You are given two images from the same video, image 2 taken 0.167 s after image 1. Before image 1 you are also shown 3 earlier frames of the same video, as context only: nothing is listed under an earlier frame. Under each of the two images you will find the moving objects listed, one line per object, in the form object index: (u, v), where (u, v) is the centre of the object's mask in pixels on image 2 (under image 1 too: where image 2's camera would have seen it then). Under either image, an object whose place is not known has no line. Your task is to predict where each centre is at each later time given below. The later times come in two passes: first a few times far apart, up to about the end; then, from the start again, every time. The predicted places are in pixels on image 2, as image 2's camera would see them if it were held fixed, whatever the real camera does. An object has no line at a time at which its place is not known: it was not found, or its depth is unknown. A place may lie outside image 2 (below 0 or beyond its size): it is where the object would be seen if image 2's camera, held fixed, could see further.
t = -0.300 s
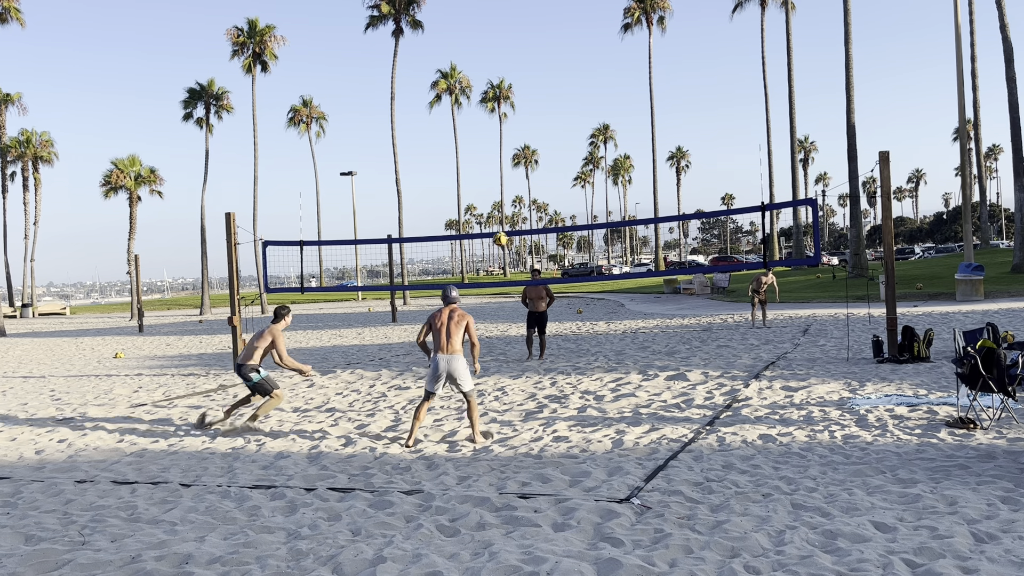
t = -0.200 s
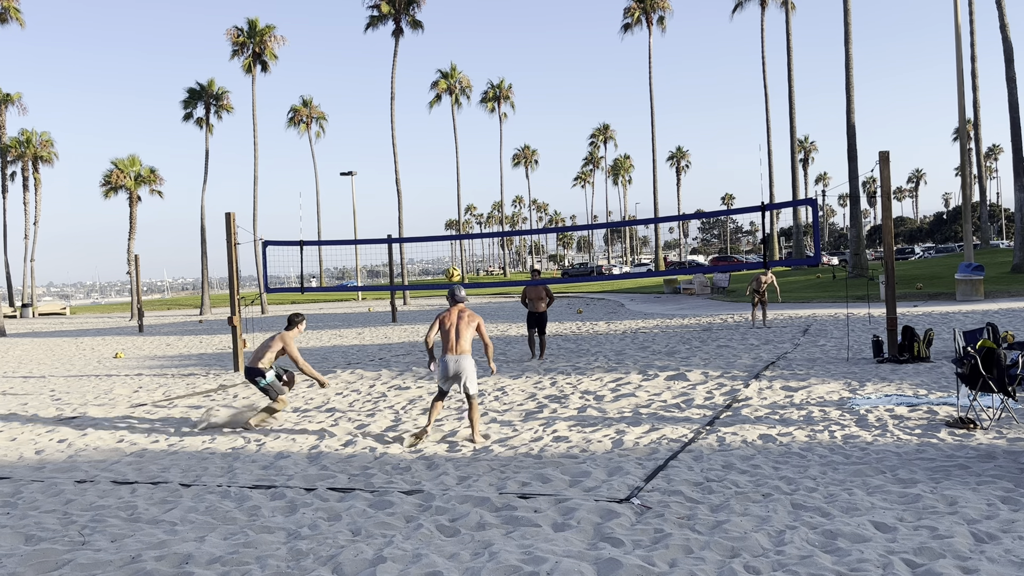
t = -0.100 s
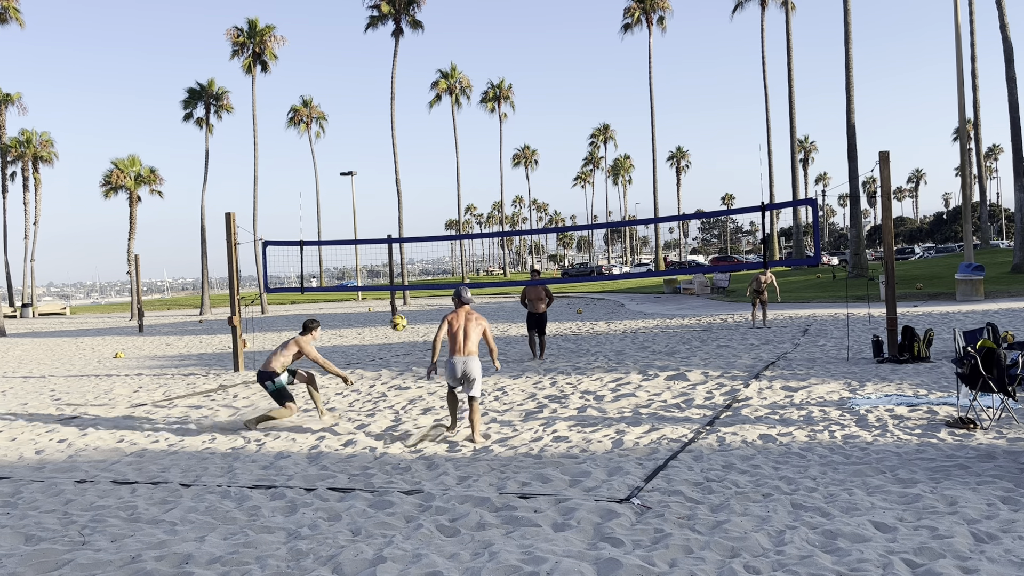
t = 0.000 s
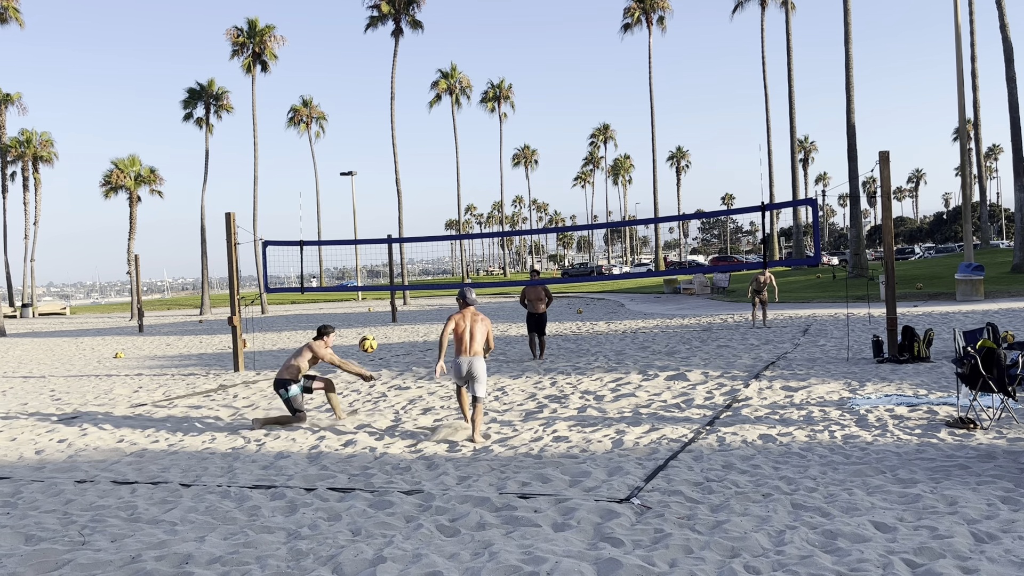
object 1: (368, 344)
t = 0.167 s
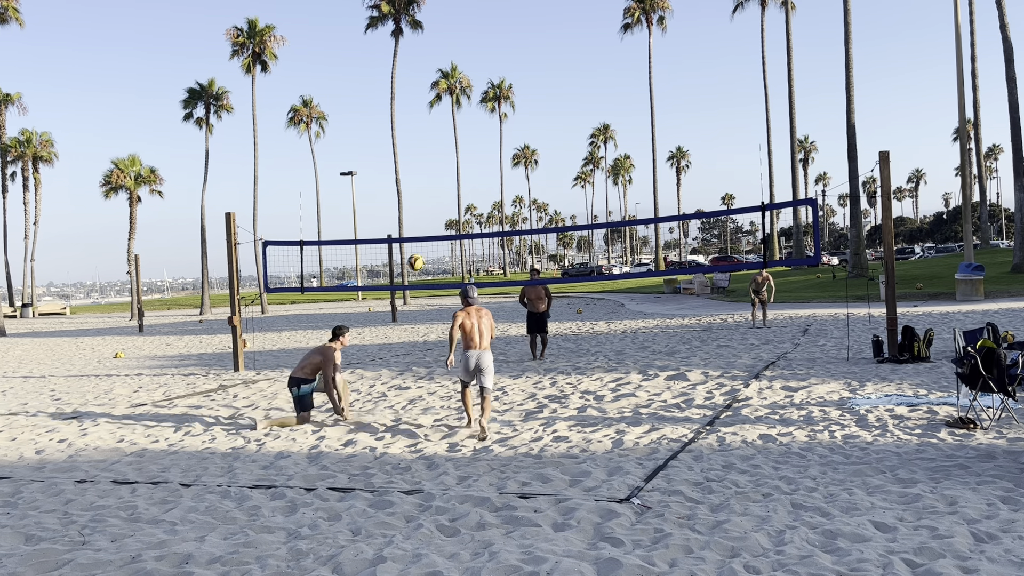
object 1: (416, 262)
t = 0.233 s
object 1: (434, 238)
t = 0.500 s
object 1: (499, 178)
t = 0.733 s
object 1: (549, 170)
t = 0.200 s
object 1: (425, 250)
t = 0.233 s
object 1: (434, 238)
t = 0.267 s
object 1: (442, 227)
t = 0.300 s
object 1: (451, 218)
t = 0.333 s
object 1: (459, 209)
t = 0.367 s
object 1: (467, 201)
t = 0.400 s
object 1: (475, 194)
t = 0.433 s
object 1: (483, 188)
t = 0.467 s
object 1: (491, 183)
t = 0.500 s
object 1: (499, 178)
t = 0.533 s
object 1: (506, 175)
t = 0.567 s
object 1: (513, 172)
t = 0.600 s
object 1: (521, 170)
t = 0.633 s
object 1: (528, 169)
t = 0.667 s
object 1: (536, 169)
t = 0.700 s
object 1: (543, 169)
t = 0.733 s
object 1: (549, 170)
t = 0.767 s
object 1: (556, 172)
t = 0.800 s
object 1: (563, 175)
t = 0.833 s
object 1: (570, 178)
